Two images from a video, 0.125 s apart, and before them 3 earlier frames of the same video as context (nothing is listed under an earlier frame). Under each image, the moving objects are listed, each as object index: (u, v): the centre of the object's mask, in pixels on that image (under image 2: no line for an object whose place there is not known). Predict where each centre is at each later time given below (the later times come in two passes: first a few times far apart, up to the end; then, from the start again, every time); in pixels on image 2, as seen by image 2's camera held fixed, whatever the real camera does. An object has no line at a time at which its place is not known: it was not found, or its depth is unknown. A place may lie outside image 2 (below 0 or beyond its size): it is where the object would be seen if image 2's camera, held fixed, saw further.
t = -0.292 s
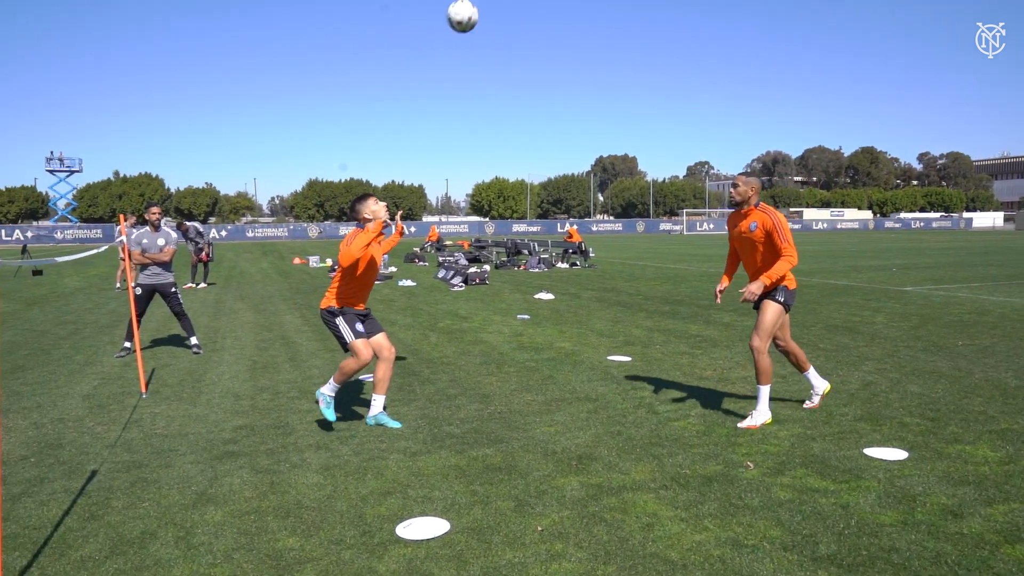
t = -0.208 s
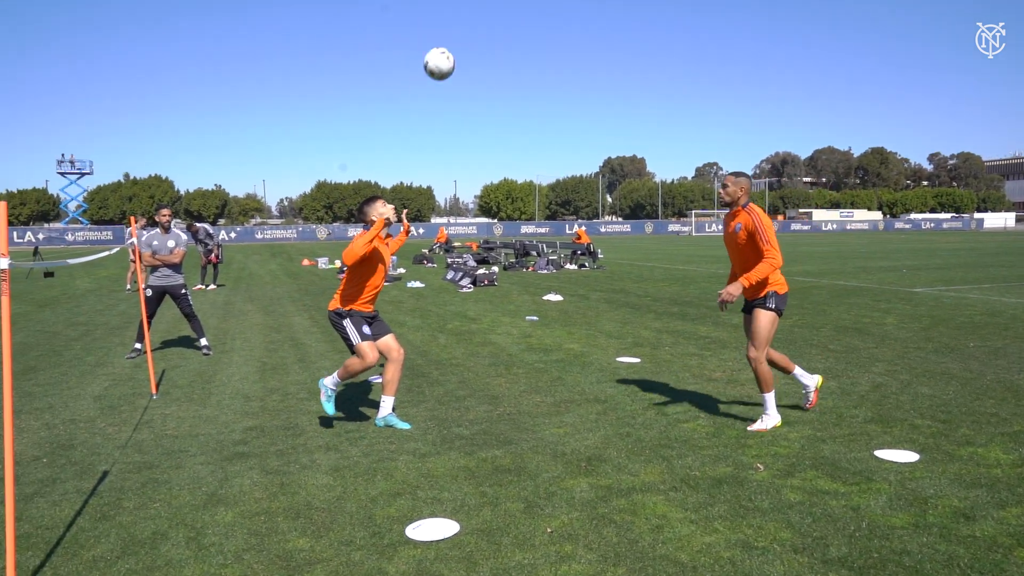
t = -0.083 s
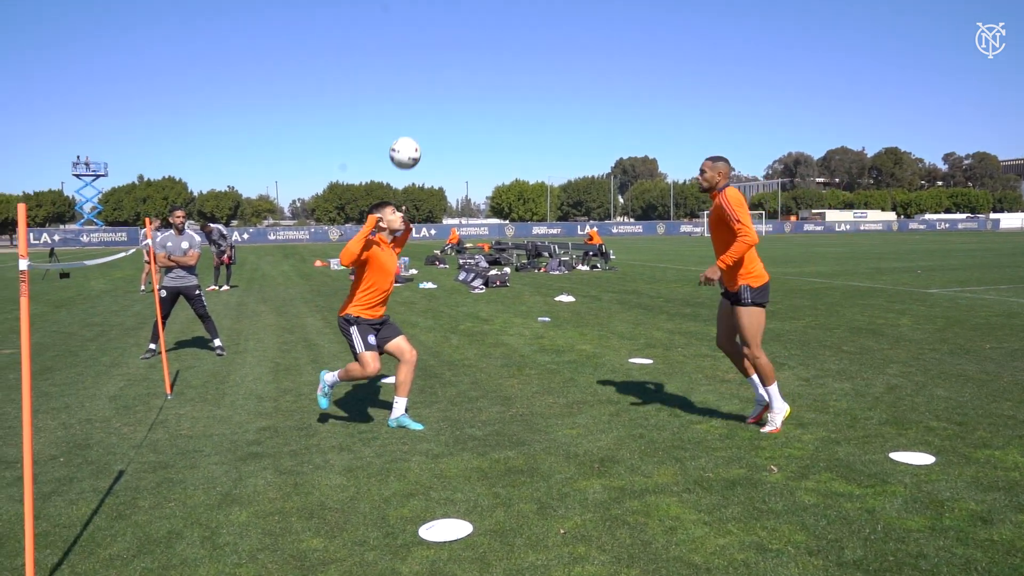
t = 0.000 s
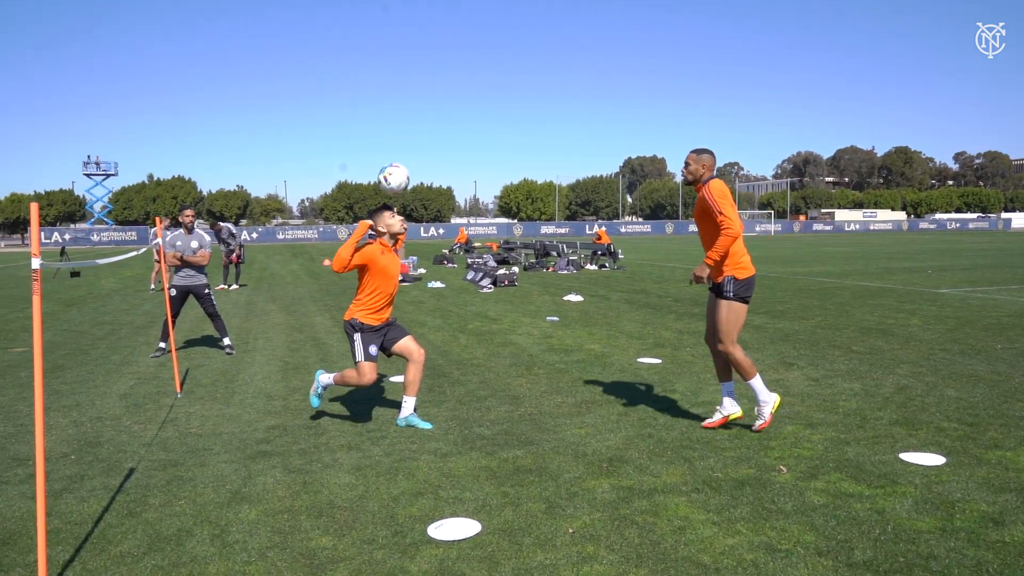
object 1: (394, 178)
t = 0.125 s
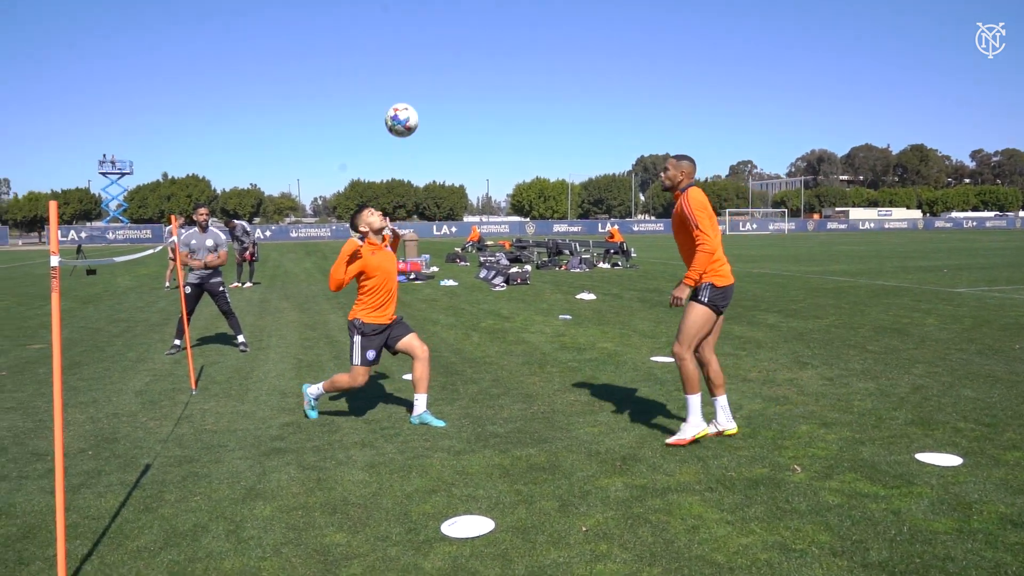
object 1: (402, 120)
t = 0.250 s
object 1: (398, 82)
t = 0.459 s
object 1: (395, 70)
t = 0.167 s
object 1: (400, 105)
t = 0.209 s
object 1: (399, 92)
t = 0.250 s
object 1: (398, 82)
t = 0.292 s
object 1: (397, 74)
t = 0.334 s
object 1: (396, 69)
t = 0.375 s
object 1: (396, 66)
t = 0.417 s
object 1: (395, 67)
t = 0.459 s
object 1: (395, 70)
